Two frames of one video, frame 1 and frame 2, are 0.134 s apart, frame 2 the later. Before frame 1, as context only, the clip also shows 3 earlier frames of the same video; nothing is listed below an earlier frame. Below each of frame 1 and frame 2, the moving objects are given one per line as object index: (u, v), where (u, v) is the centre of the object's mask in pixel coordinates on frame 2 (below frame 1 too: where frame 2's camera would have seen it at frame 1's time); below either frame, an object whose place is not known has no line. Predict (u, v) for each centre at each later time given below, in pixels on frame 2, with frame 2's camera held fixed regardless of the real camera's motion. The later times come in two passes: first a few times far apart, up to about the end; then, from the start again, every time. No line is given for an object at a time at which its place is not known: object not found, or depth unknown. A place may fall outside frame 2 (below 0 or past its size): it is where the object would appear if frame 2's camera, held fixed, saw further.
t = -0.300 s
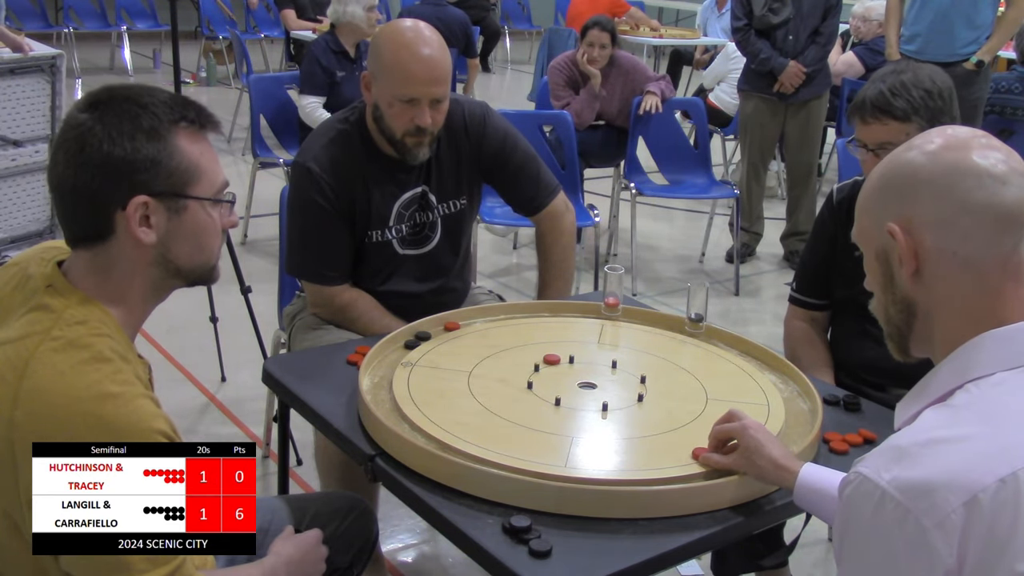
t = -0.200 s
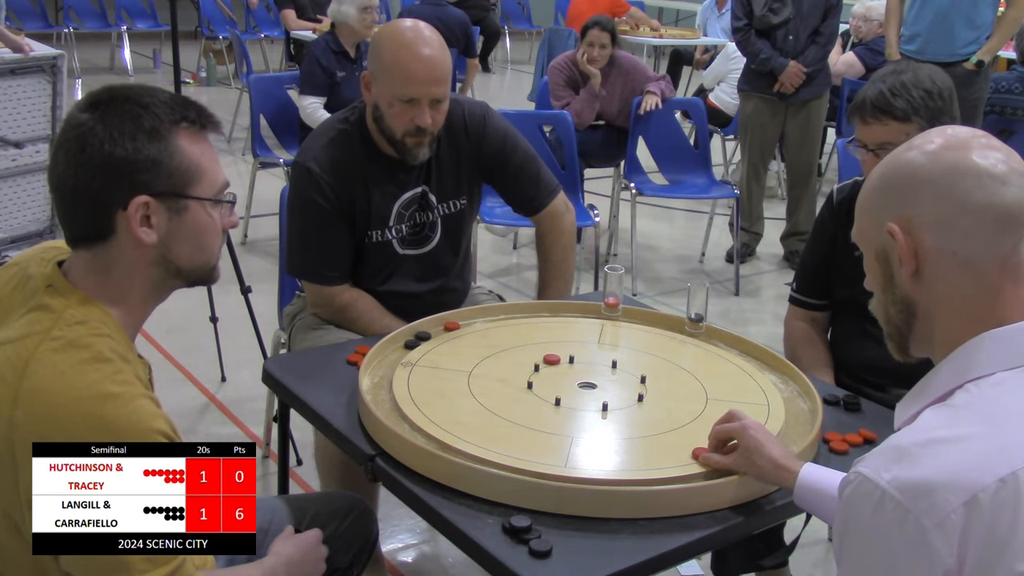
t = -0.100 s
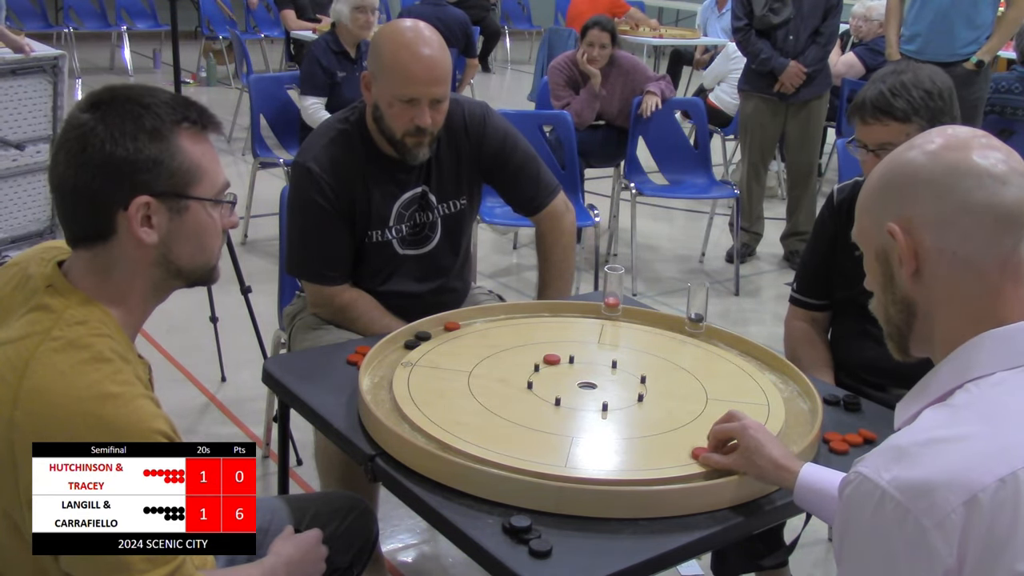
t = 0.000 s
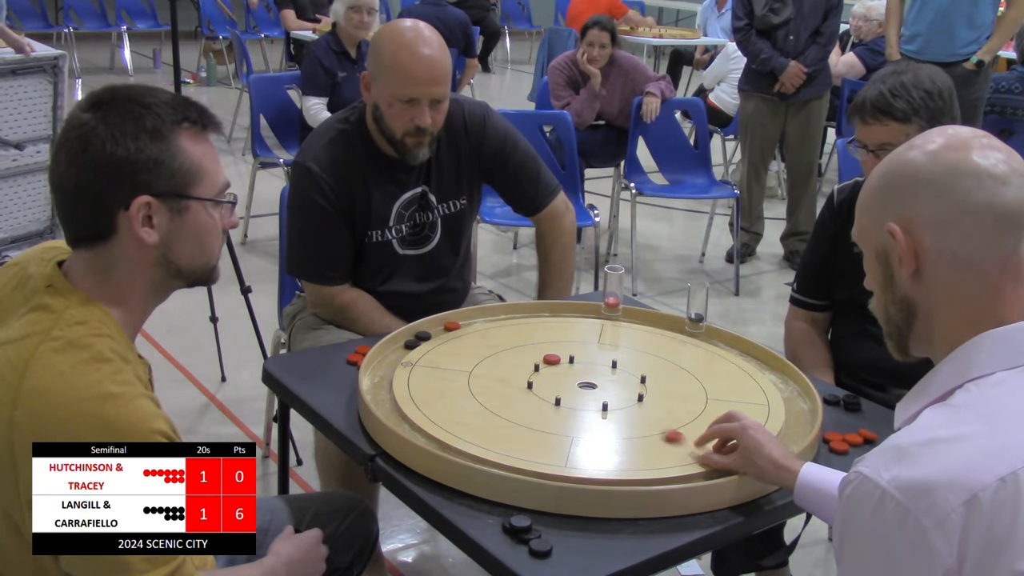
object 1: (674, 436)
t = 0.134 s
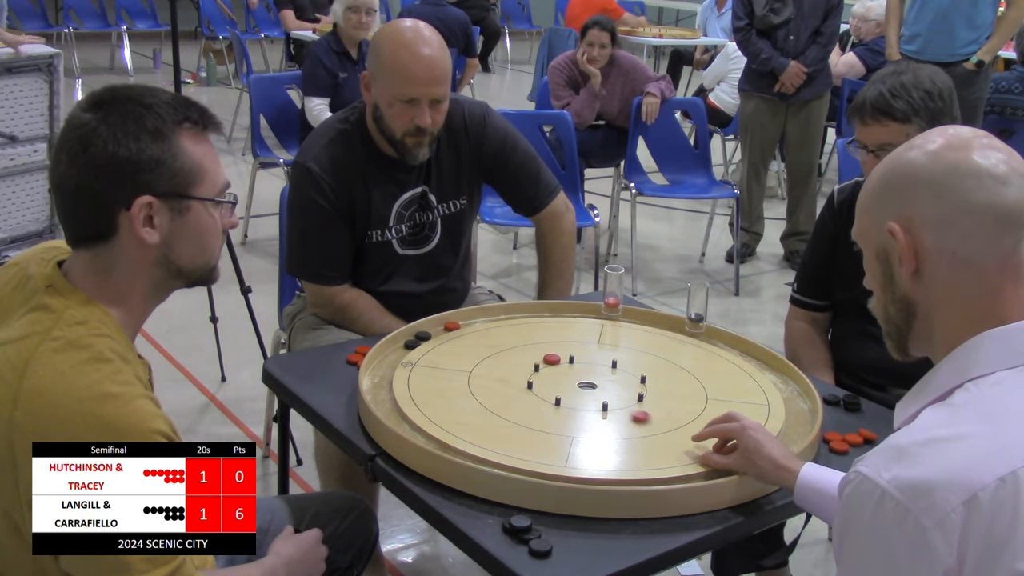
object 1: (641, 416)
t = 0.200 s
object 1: (628, 409)
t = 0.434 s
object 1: (600, 393)
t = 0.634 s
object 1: (597, 392)
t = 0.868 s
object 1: (597, 392)
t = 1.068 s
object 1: (597, 392)
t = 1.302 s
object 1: (597, 392)
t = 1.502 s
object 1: (597, 392)
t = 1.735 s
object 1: (597, 392)
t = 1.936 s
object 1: (597, 392)
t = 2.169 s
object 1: (597, 392)
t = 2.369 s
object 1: (597, 392)
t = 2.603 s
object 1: (597, 392)
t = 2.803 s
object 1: (597, 392)
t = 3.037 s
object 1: (597, 392)
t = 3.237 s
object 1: (596, 392)
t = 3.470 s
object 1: (596, 392)
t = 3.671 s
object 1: (596, 392)
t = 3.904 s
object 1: (596, 392)
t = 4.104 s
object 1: (597, 392)
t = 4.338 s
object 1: (597, 392)
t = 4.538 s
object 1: (597, 392)
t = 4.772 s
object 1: (597, 392)
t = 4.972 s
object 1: (597, 392)
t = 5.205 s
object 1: (596, 392)
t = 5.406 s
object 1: (597, 392)
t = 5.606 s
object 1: (597, 392)
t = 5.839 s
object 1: (597, 392)
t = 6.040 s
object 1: (596, 392)
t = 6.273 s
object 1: (596, 392)
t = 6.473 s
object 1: (596, 392)
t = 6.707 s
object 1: (596, 392)
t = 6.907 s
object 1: (596, 392)
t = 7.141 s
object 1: (597, 392)
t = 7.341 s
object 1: (596, 392)
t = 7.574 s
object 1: (596, 392)
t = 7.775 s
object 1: (596, 392)
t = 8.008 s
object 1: (596, 392)
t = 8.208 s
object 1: (596, 392)
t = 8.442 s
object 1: (596, 392)
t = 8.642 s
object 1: (596, 392)
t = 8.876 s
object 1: (596, 392)
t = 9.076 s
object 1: (596, 392)
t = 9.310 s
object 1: (596, 392)
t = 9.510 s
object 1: (596, 392)
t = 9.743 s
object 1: (596, 392)
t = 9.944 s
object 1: (596, 392)
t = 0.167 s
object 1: (634, 413)
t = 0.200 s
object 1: (628, 409)
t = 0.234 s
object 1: (622, 406)
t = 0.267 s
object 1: (617, 403)
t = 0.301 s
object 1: (613, 400)
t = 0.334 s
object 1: (609, 397)
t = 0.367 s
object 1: (605, 396)
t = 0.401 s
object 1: (602, 394)
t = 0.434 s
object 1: (600, 393)
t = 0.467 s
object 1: (598, 392)
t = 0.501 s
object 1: (597, 392)
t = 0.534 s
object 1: (597, 392)
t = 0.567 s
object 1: (597, 392)
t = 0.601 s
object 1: (597, 392)
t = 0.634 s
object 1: (597, 392)
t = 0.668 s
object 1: (597, 392)
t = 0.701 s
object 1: (597, 392)
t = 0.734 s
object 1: (597, 392)
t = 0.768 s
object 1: (597, 392)
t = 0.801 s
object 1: (597, 392)
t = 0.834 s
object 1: (597, 392)
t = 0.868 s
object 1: (597, 392)
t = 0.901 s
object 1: (597, 392)
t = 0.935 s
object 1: (597, 392)
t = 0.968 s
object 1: (597, 392)
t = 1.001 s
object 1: (597, 392)
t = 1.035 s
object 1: (597, 392)
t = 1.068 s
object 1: (597, 392)
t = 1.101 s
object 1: (597, 392)
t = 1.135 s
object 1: (597, 392)
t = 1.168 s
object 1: (597, 392)
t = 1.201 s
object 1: (597, 392)
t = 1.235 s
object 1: (597, 392)
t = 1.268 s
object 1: (597, 392)
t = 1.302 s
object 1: (597, 392)
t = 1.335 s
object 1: (597, 392)
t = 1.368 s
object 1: (597, 392)
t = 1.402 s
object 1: (597, 392)
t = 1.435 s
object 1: (597, 392)
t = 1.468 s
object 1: (597, 392)
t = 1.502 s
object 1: (597, 392)
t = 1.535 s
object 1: (597, 392)
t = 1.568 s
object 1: (597, 392)
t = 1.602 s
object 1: (597, 392)
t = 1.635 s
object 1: (597, 392)
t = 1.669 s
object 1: (597, 392)
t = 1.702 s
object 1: (597, 392)
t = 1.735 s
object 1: (597, 392)
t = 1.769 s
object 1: (597, 392)
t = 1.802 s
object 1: (597, 392)
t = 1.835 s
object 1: (597, 392)
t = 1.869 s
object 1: (597, 392)
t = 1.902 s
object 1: (596, 392)
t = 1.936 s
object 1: (597, 392)
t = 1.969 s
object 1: (597, 392)
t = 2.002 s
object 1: (597, 392)
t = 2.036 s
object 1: (597, 392)
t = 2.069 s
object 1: (597, 392)
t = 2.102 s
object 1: (596, 392)
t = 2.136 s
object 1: (596, 392)
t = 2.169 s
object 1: (597, 392)
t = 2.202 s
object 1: (597, 392)
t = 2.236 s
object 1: (597, 392)
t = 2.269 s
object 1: (597, 392)
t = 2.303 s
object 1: (597, 392)
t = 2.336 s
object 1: (597, 392)
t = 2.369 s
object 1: (597, 392)
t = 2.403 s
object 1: (597, 392)
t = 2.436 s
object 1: (597, 392)
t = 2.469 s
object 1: (597, 392)
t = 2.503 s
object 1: (596, 392)
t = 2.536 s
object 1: (596, 392)
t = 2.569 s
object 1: (596, 392)
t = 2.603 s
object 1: (597, 392)
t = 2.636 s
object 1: (597, 392)
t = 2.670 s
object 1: (596, 392)
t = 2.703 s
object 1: (596, 392)
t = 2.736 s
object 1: (597, 392)
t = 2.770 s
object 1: (596, 392)
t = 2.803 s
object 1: (597, 392)
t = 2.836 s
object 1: (597, 392)
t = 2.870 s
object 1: (596, 392)
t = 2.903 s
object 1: (597, 392)
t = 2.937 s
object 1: (596, 392)
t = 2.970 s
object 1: (596, 392)
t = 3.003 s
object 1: (597, 392)
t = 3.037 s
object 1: (597, 392)
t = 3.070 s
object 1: (596, 392)
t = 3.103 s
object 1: (596, 392)
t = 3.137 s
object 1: (596, 392)
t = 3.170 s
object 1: (596, 392)
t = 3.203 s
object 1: (596, 392)
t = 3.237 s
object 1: (596, 392)
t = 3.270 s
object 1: (597, 392)
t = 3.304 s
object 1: (597, 392)
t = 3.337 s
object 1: (597, 392)
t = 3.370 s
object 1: (596, 392)
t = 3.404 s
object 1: (597, 392)
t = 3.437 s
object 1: (597, 392)
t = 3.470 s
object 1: (596, 392)
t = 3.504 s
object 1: (597, 392)
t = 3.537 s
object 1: (596, 392)
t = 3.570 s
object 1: (596, 392)
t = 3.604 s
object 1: (596, 392)
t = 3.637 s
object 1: (597, 392)
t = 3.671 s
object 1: (596, 392)
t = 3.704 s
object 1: (596, 392)
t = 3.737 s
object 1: (596, 392)
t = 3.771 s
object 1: (596, 392)
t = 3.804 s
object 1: (596, 392)
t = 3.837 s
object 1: (597, 392)
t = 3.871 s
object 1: (597, 392)
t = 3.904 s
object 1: (596, 392)
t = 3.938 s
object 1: (596, 392)
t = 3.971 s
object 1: (596, 392)
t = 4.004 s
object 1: (596, 392)
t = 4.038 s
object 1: (597, 392)
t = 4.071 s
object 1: (597, 392)
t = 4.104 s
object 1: (597, 392)
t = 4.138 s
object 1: (597, 392)
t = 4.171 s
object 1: (597, 392)
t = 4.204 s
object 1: (597, 392)
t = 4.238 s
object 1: (597, 392)
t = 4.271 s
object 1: (597, 392)
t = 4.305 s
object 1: (597, 392)
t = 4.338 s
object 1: (597, 392)
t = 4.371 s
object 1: (596, 392)
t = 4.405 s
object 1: (597, 392)
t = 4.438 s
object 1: (596, 392)
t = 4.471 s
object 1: (597, 392)
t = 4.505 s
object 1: (596, 392)
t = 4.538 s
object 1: (597, 392)
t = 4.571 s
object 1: (597, 392)
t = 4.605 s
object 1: (597, 392)
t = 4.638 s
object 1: (597, 392)
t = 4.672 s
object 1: (596, 392)
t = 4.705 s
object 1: (596, 392)
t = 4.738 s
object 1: (596, 392)
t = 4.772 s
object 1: (597, 392)
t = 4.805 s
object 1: (597, 392)
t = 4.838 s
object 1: (596, 392)
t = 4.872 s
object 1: (597, 392)
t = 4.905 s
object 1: (597, 392)
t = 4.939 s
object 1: (597, 392)
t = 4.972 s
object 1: (597, 392)
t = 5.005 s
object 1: (597, 392)
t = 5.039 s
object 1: (597, 392)
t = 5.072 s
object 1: (597, 392)
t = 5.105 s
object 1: (597, 392)
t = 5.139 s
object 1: (597, 392)
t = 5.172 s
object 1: (597, 392)
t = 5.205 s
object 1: (596, 392)
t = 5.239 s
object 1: (596, 392)
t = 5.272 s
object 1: (597, 392)
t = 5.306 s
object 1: (596, 392)
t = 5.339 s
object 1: (596, 392)
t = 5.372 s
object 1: (596, 392)
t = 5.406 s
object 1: (597, 392)
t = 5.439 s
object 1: (597, 392)
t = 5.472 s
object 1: (597, 392)
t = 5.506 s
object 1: (597, 392)
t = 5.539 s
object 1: (597, 392)
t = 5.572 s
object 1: (596, 392)
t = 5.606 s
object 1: (597, 392)
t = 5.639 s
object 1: (597, 392)
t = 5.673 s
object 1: (597, 392)
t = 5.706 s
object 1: (597, 392)
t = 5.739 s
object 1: (597, 392)
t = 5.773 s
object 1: (597, 392)
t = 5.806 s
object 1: (597, 392)
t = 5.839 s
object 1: (597, 392)
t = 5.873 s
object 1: (596, 392)
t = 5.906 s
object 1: (596, 392)
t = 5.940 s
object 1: (596, 392)
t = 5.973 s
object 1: (596, 392)
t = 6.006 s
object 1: (596, 392)
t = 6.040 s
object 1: (596, 392)
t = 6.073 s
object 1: (596, 392)
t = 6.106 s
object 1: (596, 392)
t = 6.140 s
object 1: (596, 392)
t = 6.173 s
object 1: (596, 392)
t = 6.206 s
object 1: (596, 392)
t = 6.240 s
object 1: (596, 392)
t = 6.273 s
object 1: (596, 392)
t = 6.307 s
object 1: (596, 392)
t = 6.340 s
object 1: (596, 392)
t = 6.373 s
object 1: (596, 392)
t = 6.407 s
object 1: (596, 392)
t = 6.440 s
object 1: (596, 392)
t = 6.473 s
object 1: (596, 392)
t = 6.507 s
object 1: (596, 392)
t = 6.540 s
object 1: (596, 392)
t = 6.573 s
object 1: (596, 392)
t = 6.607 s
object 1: (596, 392)
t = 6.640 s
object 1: (596, 392)
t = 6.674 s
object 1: (596, 392)
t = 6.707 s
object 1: (596, 392)
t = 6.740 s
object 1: (596, 392)
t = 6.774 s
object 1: (596, 392)
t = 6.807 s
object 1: (596, 392)
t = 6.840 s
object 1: (596, 392)
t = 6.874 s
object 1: (596, 392)
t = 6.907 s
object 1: (596, 392)
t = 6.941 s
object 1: (596, 392)
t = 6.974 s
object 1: (596, 392)
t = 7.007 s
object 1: (596, 392)
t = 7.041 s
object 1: (596, 392)
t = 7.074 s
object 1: (596, 392)
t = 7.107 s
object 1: (596, 392)
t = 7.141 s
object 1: (597, 392)
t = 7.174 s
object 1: (597, 392)
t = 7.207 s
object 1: (596, 392)
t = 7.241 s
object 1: (596, 392)
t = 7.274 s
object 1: (596, 392)
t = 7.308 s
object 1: (596, 392)
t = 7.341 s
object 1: (596, 392)
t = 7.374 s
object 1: (596, 392)
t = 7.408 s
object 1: (596, 392)
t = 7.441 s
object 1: (596, 392)
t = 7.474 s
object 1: (596, 392)
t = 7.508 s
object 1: (596, 392)
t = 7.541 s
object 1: (596, 392)
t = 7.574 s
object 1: (596, 392)
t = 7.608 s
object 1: (596, 392)
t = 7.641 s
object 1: (596, 392)
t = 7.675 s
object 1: (596, 392)
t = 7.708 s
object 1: (596, 392)
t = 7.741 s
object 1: (596, 392)
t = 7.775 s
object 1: (596, 392)
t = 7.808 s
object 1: (596, 392)
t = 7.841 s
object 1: (596, 392)
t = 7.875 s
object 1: (596, 392)
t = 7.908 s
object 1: (596, 392)
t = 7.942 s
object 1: (596, 392)
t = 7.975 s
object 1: (596, 392)
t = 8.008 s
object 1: (596, 392)
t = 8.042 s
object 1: (596, 392)
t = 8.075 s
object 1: (596, 392)
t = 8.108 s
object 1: (597, 392)
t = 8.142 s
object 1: (597, 392)
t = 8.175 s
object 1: (596, 392)
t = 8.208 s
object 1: (596, 392)
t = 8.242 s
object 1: (597, 392)
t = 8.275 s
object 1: (597, 392)
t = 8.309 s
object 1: (596, 392)
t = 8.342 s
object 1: (596, 392)
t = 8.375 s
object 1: (597, 392)
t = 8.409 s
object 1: (597, 392)
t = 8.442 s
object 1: (596, 392)
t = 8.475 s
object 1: (596, 392)
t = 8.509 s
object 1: (596, 392)
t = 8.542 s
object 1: (597, 392)
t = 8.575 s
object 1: (596, 392)
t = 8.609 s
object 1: (596, 392)
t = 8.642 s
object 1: (596, 392)
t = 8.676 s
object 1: (596, 392)
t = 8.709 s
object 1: (596, 392)
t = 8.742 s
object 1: (596, 392)
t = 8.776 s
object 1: (596, 392)
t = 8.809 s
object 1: (596, 392)
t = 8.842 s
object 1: (596, 392)
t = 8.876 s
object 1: (596, 392)
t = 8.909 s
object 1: (596, 392)
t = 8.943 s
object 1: (596, 392)
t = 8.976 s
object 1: (596, 392)
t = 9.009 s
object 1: (596, 392)
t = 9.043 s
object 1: (596, 392)
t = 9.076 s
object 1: (596, 392)
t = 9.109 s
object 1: (596, 392)
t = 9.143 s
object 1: (596, 392)
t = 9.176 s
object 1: (596, 392)
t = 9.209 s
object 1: (596, 392)
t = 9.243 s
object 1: (596, 392)
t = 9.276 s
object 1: (596, 392)
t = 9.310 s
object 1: (596, 392)
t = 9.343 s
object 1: (596, 392)
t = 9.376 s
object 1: (596, 392)
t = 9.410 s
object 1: (596, 392)
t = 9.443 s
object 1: (596, 392)
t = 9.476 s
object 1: (596, 392)
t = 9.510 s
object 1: (596, 392)
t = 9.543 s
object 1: (596, 392)
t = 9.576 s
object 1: (596, 392)
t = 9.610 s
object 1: (596, 392)
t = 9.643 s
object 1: (596, 392)
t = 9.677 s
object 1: (596, 392)
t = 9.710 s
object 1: (596, 392)
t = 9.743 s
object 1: (596, 392)
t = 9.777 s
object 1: (596, 392)
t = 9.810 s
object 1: (596, 392)
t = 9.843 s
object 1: (596, 392)
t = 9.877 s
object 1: (596, 392)
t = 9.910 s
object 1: (596, 392)
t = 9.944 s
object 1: (596, 392)
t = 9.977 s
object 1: (597, 392)
